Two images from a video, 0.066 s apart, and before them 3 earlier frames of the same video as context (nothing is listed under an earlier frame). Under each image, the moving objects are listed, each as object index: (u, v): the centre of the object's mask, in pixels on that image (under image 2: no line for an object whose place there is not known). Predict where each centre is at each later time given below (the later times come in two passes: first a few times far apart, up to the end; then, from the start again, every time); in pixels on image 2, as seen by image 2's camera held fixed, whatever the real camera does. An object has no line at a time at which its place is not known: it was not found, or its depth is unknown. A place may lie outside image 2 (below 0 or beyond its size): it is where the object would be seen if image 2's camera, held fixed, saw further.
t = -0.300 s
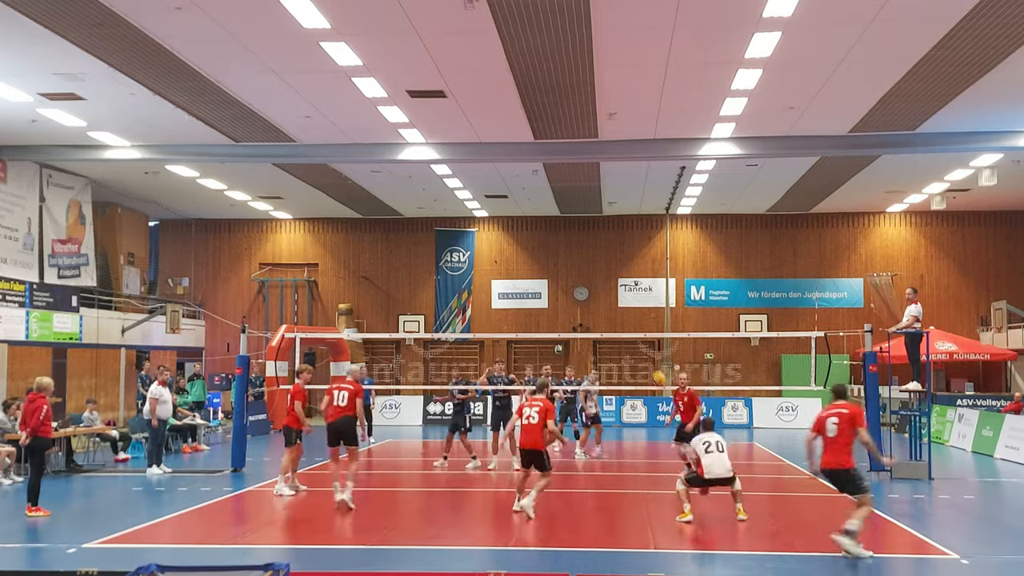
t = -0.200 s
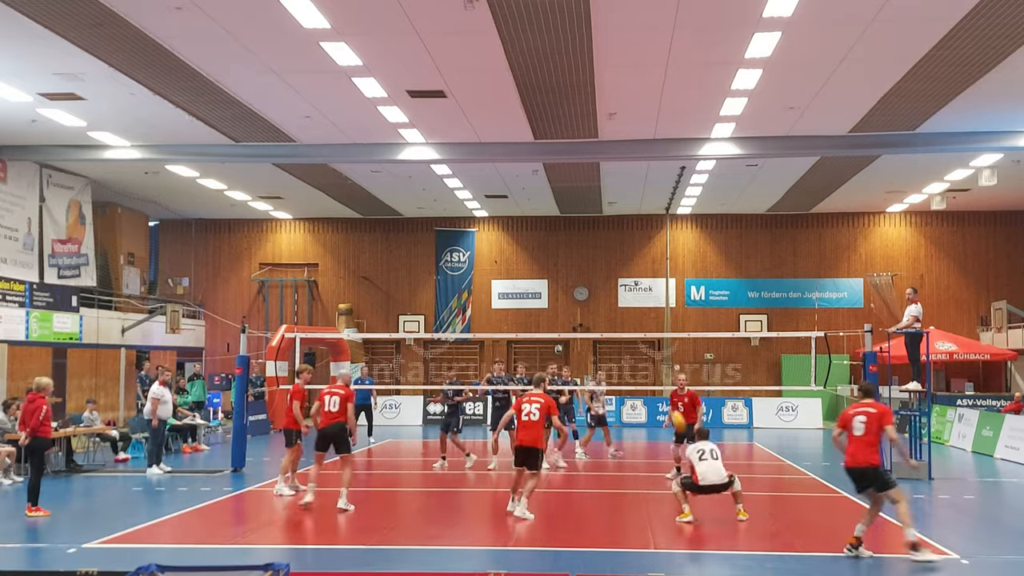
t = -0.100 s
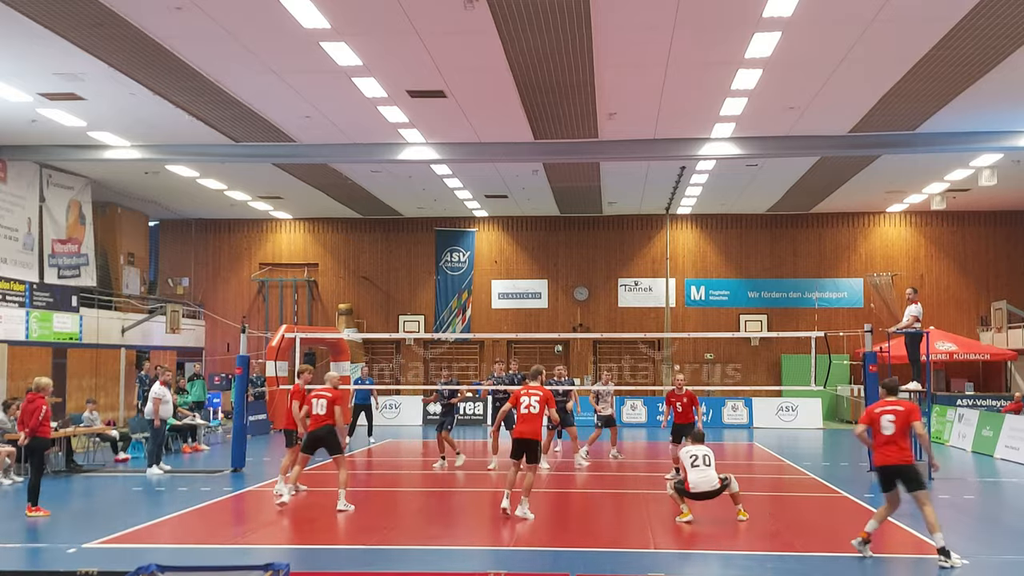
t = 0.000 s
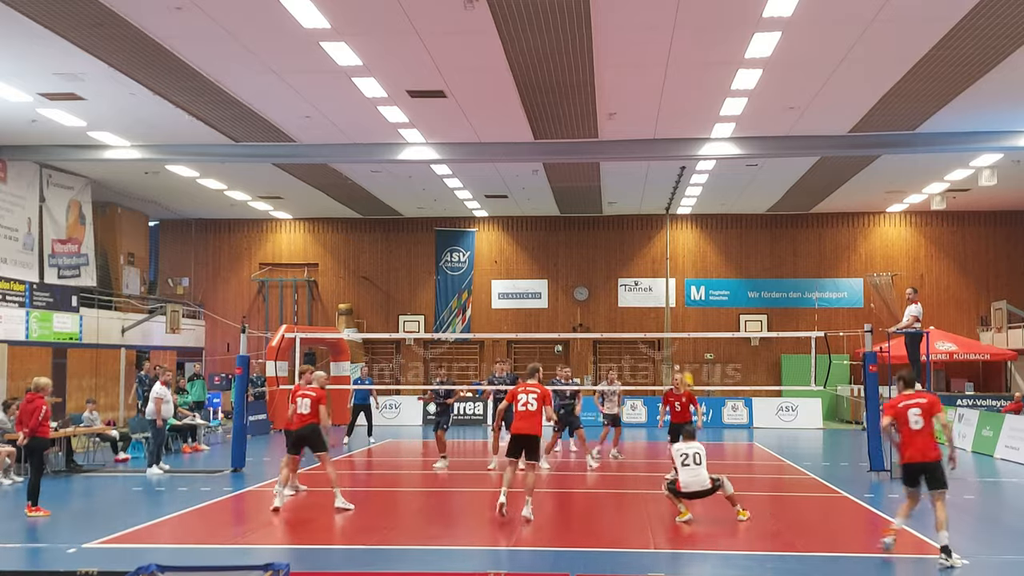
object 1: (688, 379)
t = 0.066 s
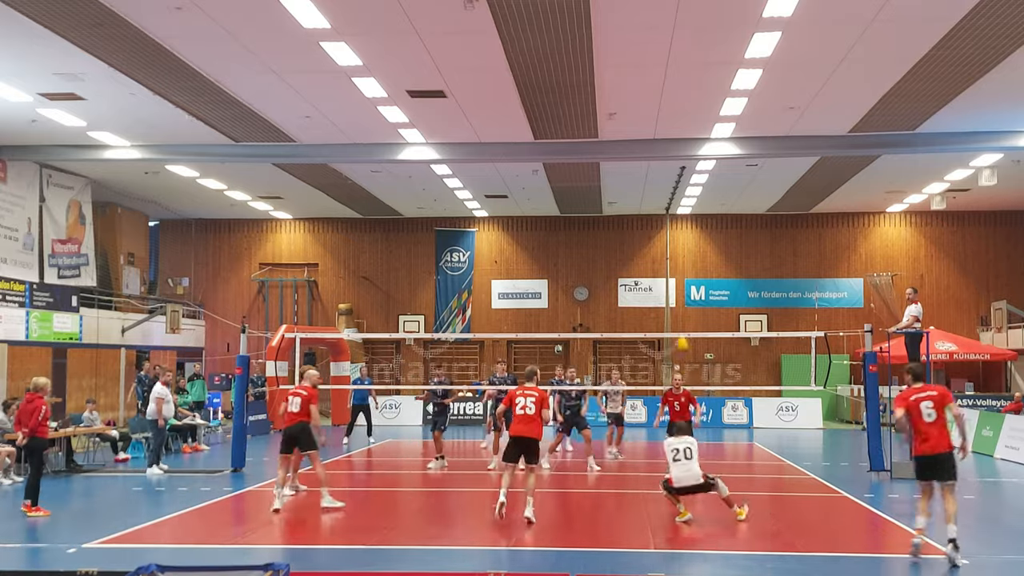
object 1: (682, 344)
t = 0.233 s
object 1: (672, 268)
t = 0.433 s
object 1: (664, 211)
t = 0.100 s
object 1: (679, 325)
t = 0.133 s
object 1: (678, 311)
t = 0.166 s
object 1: (677, 294)
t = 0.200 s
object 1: (674, 280)
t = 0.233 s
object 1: (672, 268)
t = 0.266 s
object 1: (671, 256)
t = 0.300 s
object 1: (670, 246)
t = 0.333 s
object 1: (669, 236)
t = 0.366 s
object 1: (666, 226)
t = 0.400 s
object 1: (665, 216)
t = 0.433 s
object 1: (664, 211)
